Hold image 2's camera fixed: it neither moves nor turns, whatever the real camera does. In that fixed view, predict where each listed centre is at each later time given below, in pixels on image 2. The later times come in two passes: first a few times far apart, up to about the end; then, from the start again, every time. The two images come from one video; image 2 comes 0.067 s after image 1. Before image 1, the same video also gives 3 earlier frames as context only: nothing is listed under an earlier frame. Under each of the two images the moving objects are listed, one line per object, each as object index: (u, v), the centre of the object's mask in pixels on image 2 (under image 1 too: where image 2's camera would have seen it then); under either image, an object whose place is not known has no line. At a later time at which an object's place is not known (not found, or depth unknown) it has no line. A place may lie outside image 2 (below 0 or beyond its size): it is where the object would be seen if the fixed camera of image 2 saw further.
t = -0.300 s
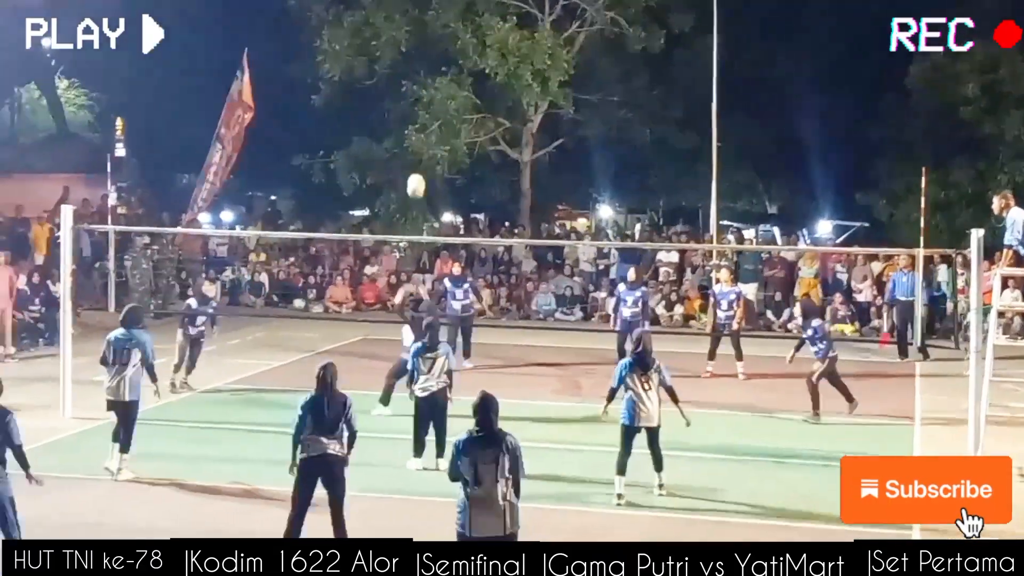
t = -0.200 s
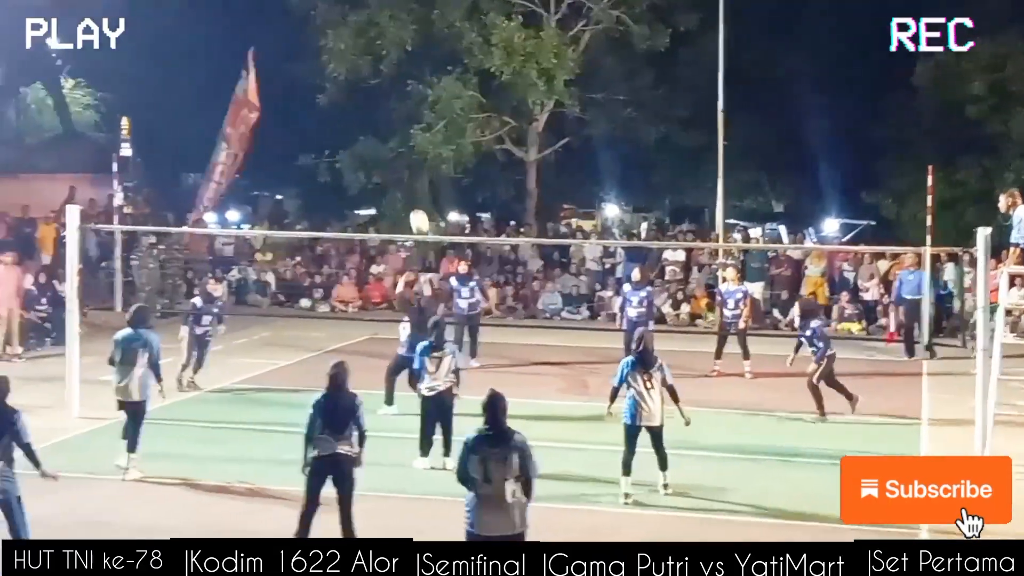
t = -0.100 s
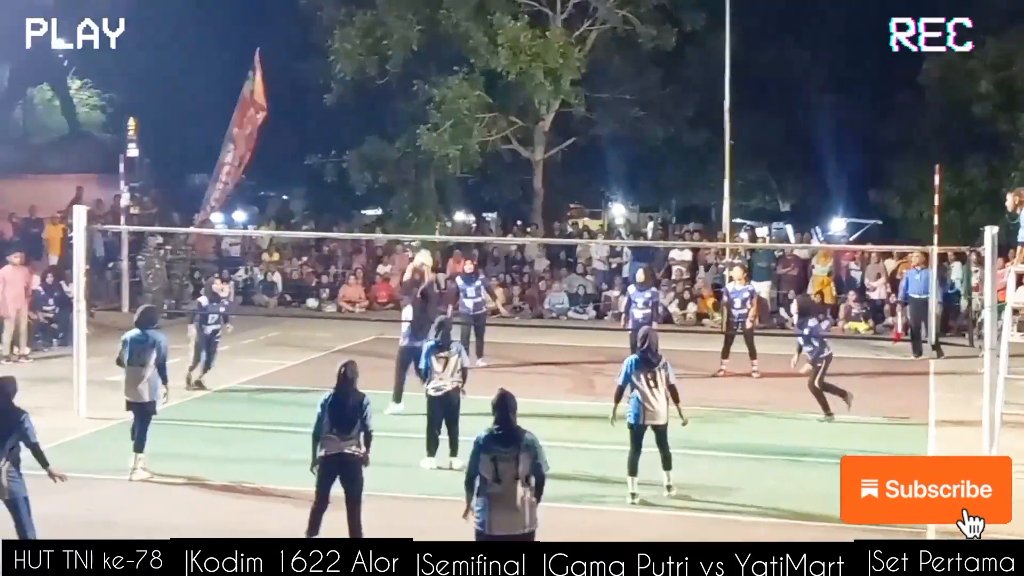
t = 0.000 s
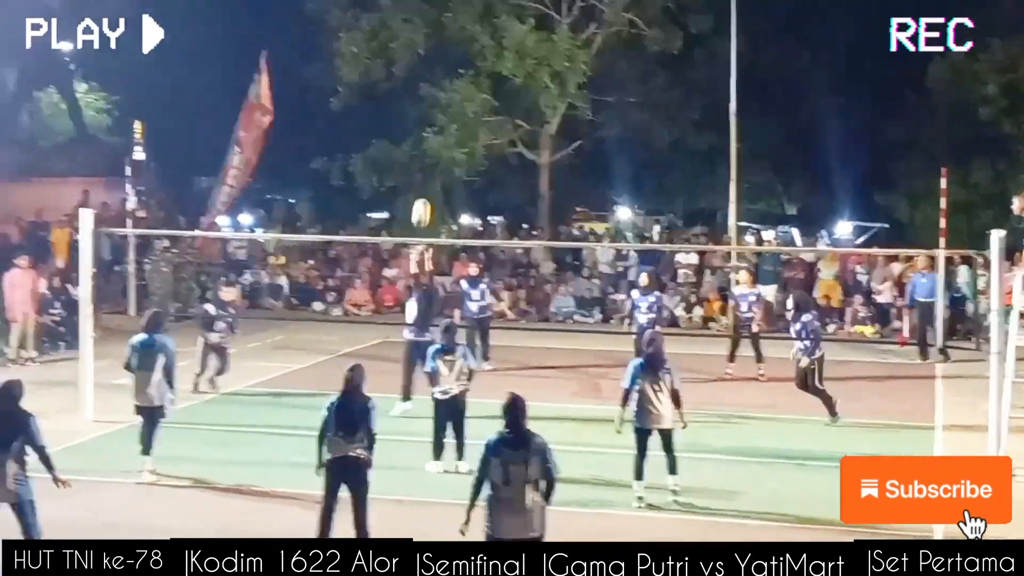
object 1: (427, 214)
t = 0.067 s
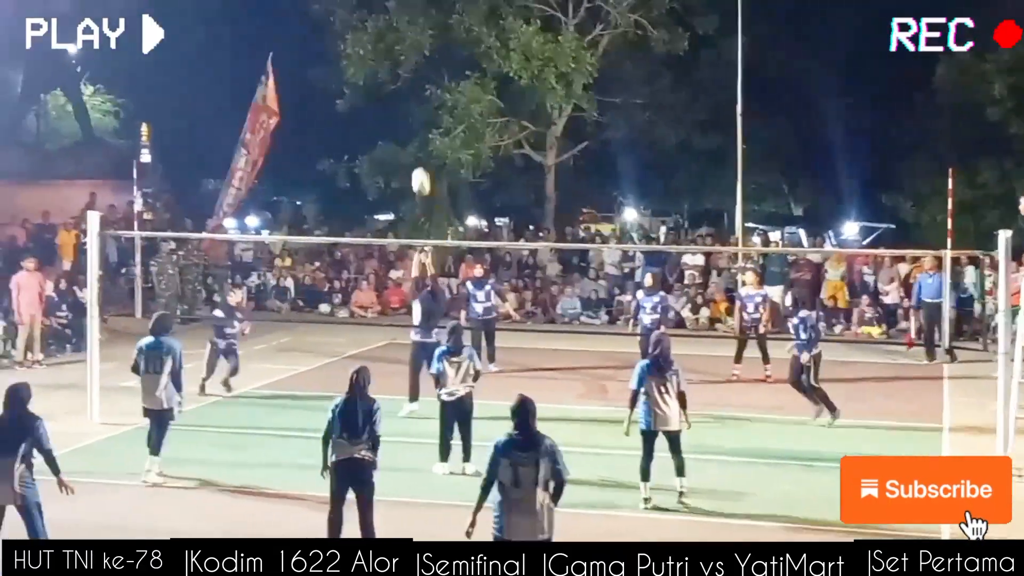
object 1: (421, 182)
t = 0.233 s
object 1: (405, 116)
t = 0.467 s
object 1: (384, 65)
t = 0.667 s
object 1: (367, 56)
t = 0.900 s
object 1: (347, 86)
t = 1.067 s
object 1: (334, 134)
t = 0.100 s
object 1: (417, 167)
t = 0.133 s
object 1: (414, 152)
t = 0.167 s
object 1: (411, 139)
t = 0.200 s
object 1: (408, 127)
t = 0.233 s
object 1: (405, 116)
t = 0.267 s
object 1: (402, 106)
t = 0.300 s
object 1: (399, 97)
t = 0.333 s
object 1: (396, 89)
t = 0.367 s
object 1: (392, 81)
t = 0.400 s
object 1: (390, 75)
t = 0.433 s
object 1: (387, 69)
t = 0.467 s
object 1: (384, 65)
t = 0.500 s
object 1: (381, 61)
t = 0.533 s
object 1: (379, 58)
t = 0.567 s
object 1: (375, 56)
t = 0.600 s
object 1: (372, 55)
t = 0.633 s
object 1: (370, 55)
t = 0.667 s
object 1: (367, 56)
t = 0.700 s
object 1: (364, 57)
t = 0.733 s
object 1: (361, 60)
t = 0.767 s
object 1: (358, 63)
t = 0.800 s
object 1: (356, 67)
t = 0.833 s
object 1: (353, 73)
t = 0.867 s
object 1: (350, 79)
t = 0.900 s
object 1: (347, 86)
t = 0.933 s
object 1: (344, 94)
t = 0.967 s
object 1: (342, 102)
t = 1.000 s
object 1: (339, 111)
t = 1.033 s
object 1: (336, 122)
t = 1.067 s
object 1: (334, 134)
